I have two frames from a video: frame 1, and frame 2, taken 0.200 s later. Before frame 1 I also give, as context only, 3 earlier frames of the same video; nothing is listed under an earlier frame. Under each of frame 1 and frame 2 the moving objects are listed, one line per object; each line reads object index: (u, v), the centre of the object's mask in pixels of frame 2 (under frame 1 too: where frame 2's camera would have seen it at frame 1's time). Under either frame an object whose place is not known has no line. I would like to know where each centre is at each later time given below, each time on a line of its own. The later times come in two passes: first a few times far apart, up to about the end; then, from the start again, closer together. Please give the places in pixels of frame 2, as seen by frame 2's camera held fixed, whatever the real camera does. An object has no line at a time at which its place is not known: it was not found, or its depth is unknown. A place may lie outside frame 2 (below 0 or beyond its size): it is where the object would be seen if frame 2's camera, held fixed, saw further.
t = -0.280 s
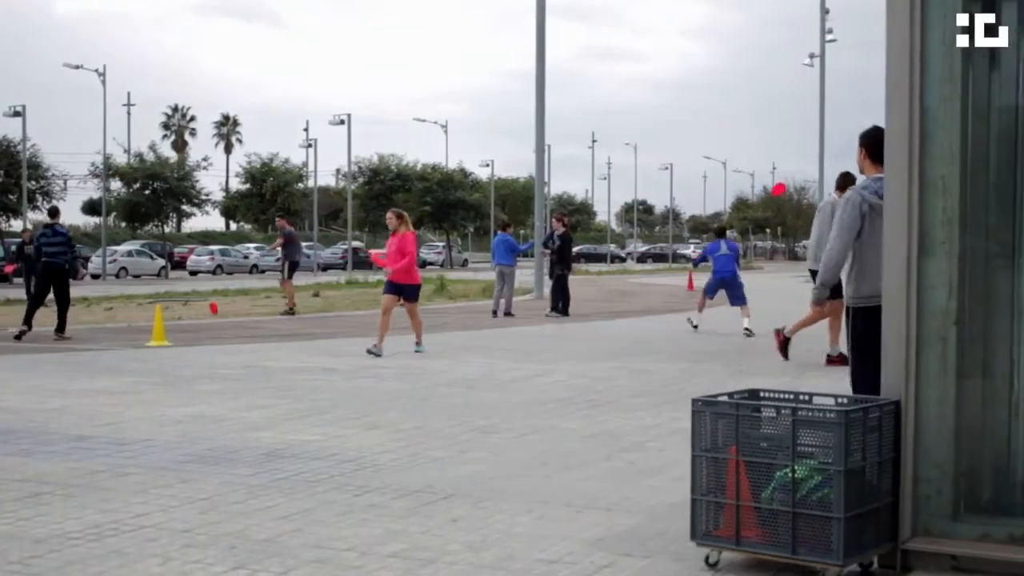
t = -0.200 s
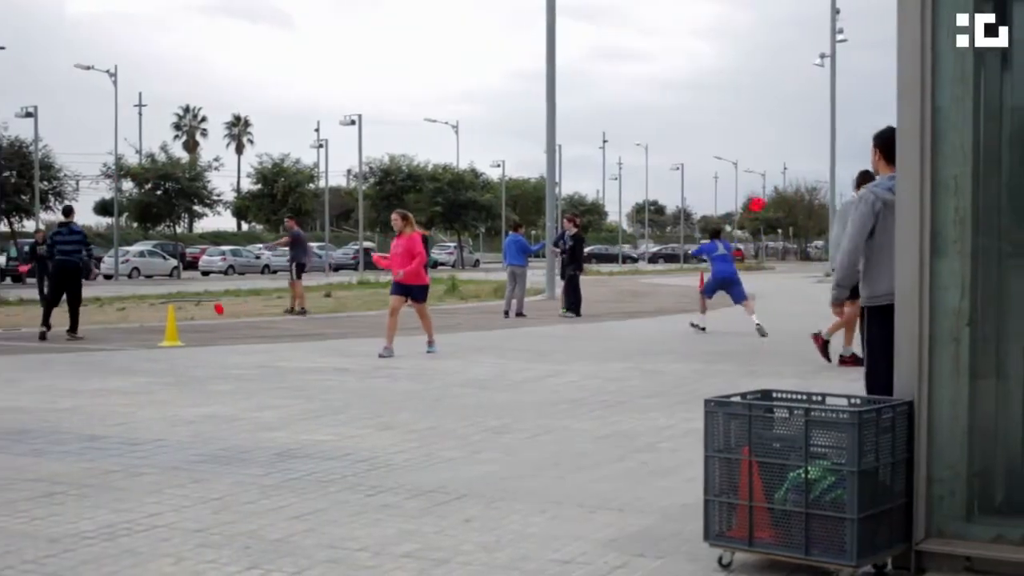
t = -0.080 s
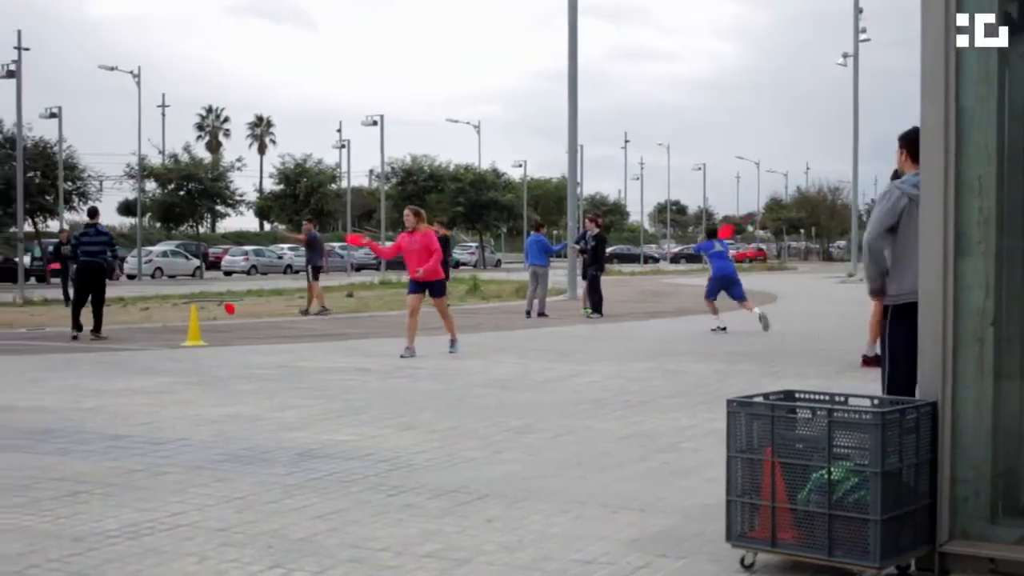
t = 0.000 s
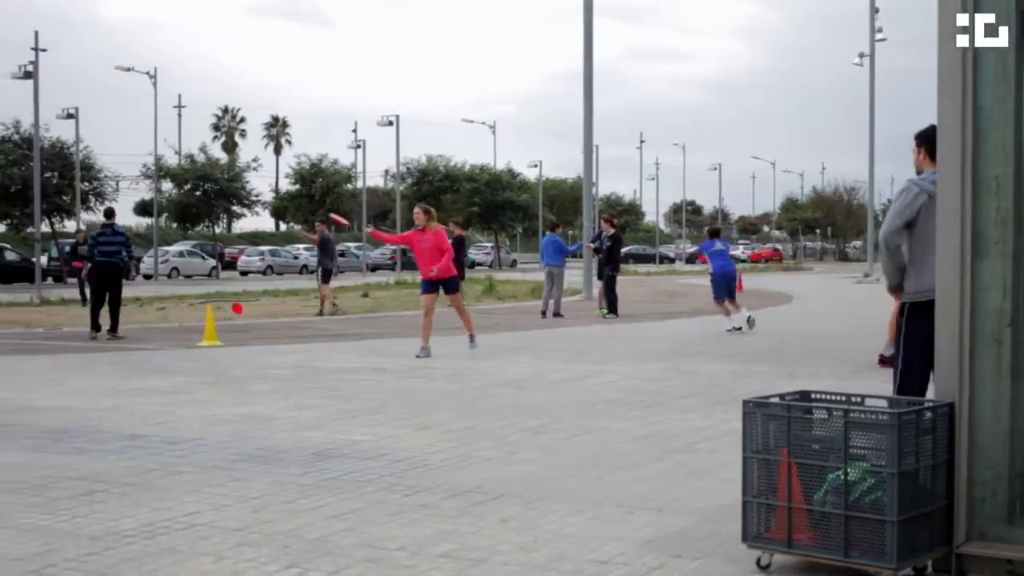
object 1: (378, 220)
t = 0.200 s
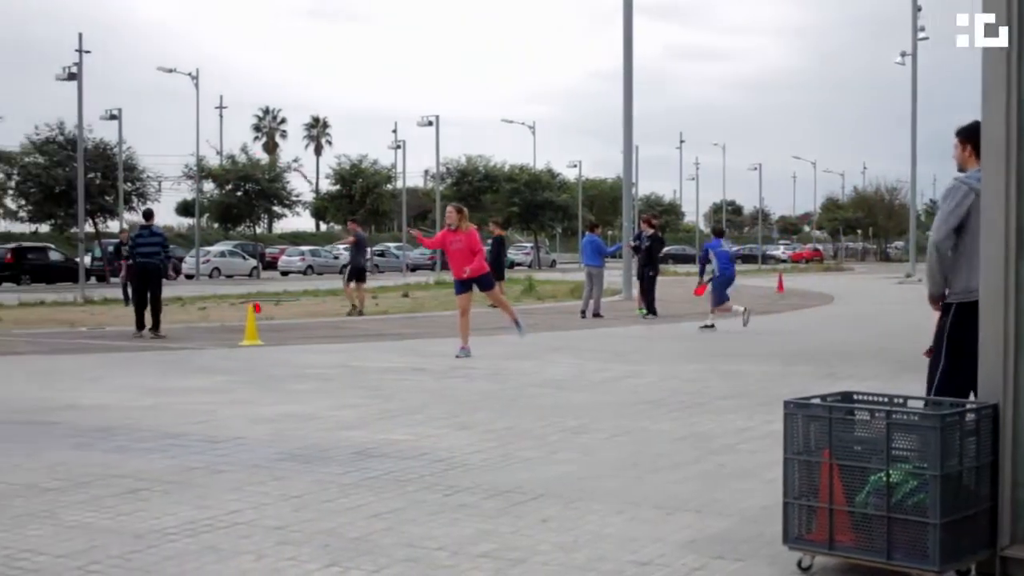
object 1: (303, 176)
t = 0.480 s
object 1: (215, 144)
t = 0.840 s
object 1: (136, 163)
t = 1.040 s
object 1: (118, 203)
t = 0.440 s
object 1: (226, 146)
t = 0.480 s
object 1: (215, 144)
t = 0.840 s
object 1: (136, 163)
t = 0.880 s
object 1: (131, 169)
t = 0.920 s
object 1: (125, 176)
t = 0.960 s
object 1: (122, 185)
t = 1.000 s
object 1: (120, 194)
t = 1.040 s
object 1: (118, 203)
